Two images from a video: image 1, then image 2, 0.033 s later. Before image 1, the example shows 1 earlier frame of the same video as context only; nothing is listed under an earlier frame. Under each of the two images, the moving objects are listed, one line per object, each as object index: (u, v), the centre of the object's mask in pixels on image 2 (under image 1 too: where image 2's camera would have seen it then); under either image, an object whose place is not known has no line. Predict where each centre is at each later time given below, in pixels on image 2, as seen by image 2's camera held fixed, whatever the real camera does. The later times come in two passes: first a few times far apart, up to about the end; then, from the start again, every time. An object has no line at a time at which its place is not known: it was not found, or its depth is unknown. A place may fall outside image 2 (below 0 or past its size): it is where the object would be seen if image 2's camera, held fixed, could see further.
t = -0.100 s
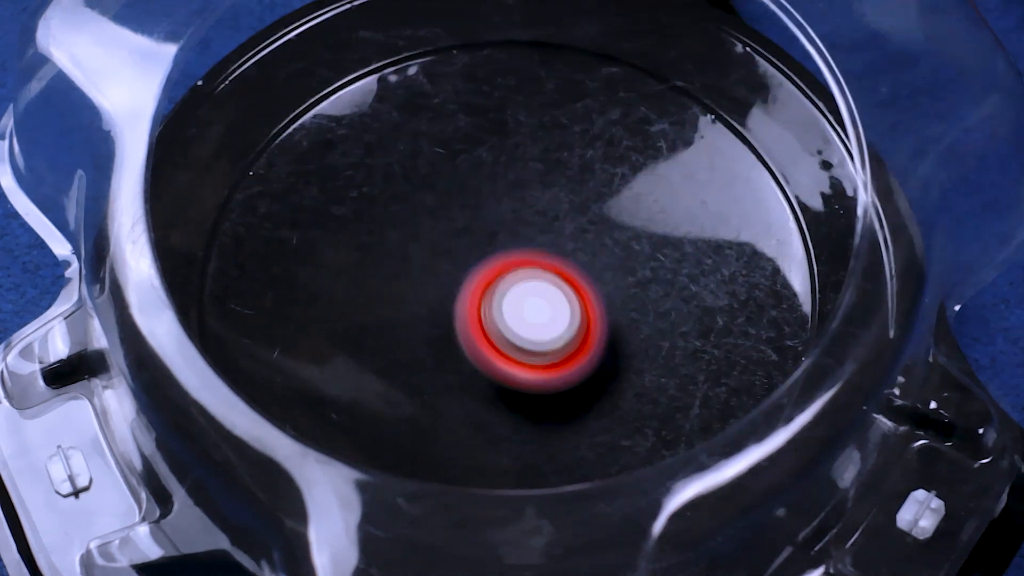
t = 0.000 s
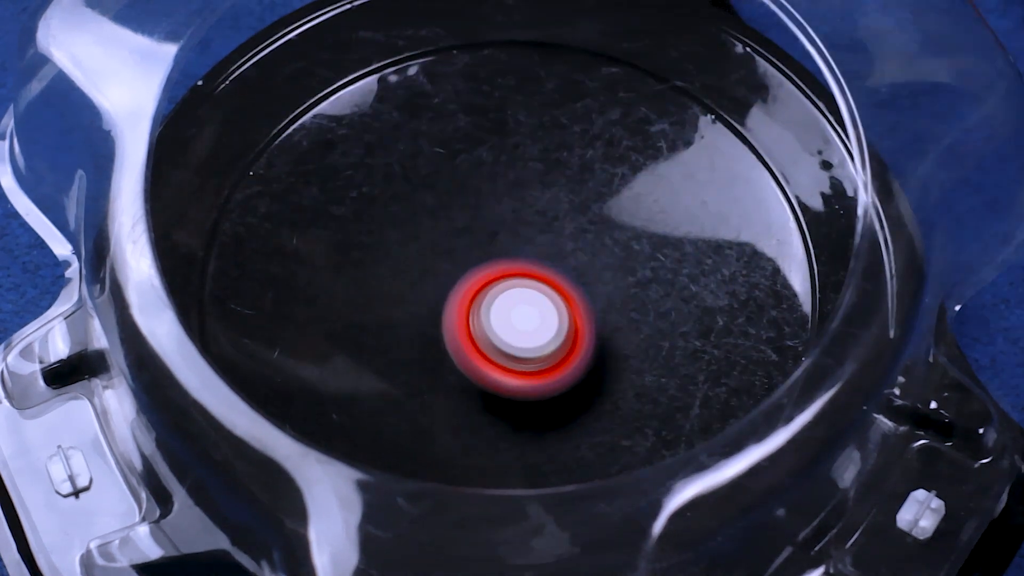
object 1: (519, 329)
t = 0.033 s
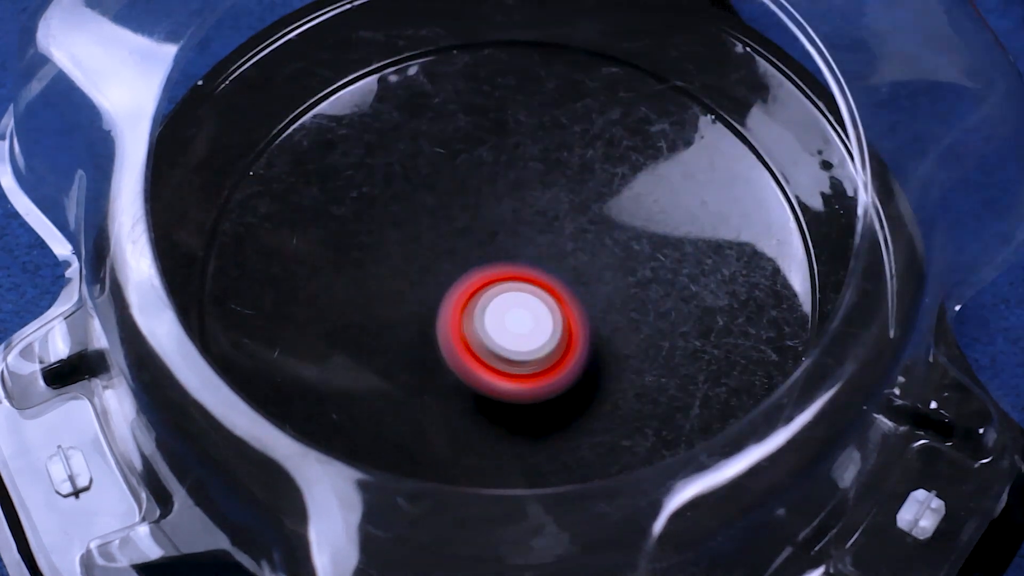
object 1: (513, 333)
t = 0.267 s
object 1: (451, 350)
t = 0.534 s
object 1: (443, 359)
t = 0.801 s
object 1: (473, 366)
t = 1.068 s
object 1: (507, 379)
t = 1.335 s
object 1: (523, 383)
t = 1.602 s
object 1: (530, 358)
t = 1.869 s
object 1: (566, 329)
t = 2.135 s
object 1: (592, 307)
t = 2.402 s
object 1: (588, 289)
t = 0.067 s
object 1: (505, 337)
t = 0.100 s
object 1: (495, 341)
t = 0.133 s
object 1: (484, 345)
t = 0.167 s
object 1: (474, 348)
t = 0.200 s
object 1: (465, 350)
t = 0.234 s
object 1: (457, 350)
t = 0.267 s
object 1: (451, 350)
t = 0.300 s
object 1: (447, 350)
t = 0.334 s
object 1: (443, 352)
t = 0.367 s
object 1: (441, 353)
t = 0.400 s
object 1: (439, 355)
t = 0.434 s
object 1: (439, 356)
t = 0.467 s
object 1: (440, 357)
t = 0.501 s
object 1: (441, 358)
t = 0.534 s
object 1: (443, 359)
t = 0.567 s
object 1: (446, 360)
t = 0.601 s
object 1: (449, 360)
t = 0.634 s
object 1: (452, 361)
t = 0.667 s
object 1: (455, 362)
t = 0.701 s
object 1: (459, 362)
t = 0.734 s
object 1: (464, 364)
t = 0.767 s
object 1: (468, 365)
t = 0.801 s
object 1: (473, 366)
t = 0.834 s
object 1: (477, 367)
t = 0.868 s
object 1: (482, 369)
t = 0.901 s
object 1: (487, 370)
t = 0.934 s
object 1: (491, 371)
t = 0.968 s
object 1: (495, 373)
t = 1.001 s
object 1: (499, 375)
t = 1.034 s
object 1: (503, 377)
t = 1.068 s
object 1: (507, 379)
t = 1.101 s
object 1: (510, 381)
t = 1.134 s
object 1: (513, 382)
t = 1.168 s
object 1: (516, 384)
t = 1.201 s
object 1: (519, 385)
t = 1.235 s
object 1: (520, 385)
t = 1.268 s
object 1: (522, 385)
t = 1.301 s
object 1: (523, 384)
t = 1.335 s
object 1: (523, 383)
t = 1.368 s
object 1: (523, 381)
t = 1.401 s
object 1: (523, 379)
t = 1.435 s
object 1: (523, 376)
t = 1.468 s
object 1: (523, 373)
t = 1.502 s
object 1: (524, 369)
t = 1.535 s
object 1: (525, 366)
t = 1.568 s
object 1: (527, 362)
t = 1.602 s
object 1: (530, 358)
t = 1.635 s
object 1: (533, 354)
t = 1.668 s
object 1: (536, 350)
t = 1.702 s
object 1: (541, 346)
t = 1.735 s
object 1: (545, 343)
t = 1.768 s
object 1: (550, 339)
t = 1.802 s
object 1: (555, 336)
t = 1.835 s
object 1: (561, 332)
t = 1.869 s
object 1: (566, 329)
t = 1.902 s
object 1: (571, 326)
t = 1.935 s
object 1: (575, 323)
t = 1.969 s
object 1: (579, 320)
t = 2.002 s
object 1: (583, 317)
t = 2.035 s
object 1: (586, 314)
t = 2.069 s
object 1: (588, 312)
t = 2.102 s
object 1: (590, 309)
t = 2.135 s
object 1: (592, 307)
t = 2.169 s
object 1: (593, 305)
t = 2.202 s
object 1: (593, 303)
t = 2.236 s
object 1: (593, 300)
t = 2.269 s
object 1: (593, 298)
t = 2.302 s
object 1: (592, 296)
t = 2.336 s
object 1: (591, 294)
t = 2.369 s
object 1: (590, 291)
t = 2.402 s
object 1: (588, 289)
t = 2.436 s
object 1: (587, 287)
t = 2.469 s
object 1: (585, 284)
